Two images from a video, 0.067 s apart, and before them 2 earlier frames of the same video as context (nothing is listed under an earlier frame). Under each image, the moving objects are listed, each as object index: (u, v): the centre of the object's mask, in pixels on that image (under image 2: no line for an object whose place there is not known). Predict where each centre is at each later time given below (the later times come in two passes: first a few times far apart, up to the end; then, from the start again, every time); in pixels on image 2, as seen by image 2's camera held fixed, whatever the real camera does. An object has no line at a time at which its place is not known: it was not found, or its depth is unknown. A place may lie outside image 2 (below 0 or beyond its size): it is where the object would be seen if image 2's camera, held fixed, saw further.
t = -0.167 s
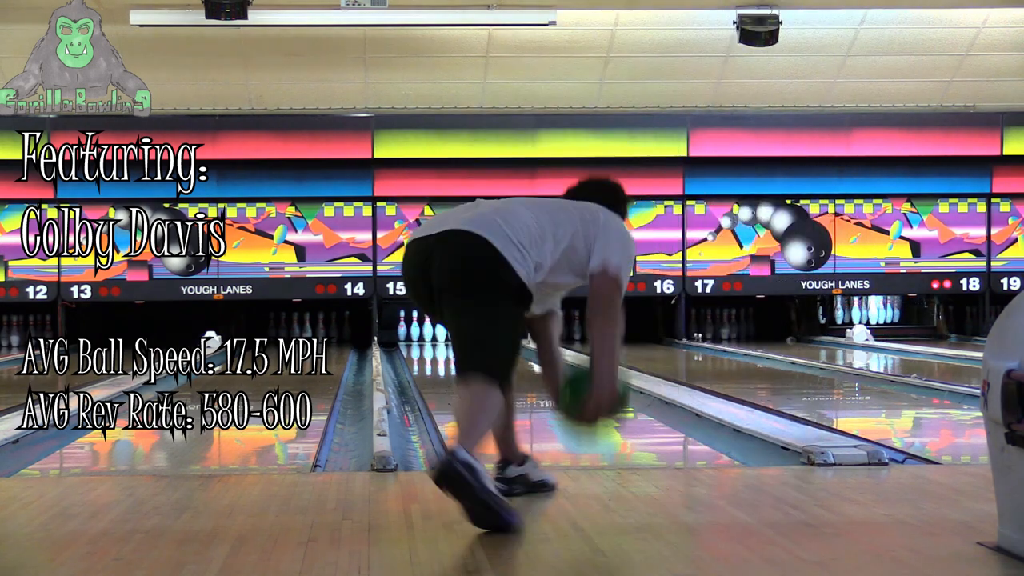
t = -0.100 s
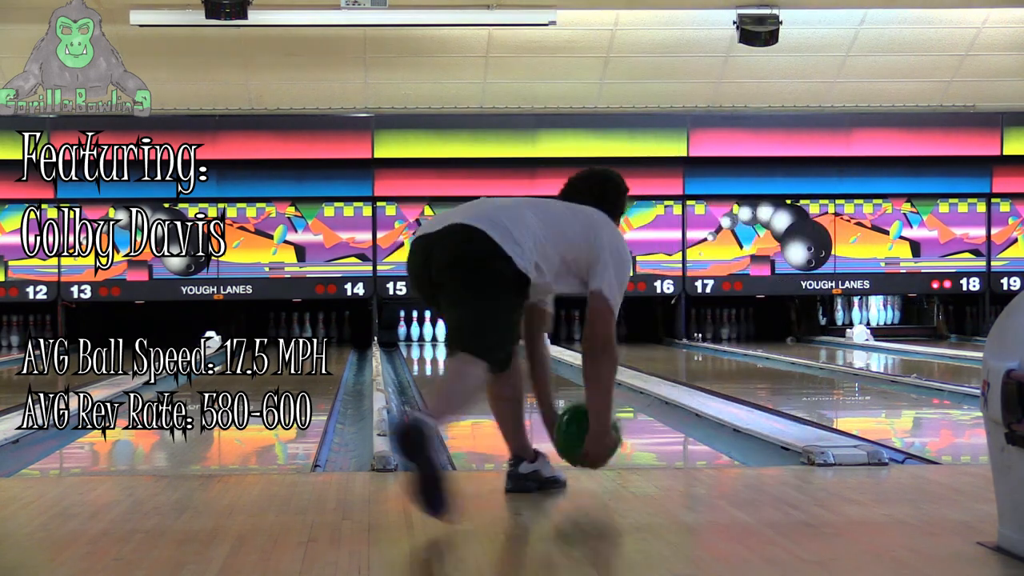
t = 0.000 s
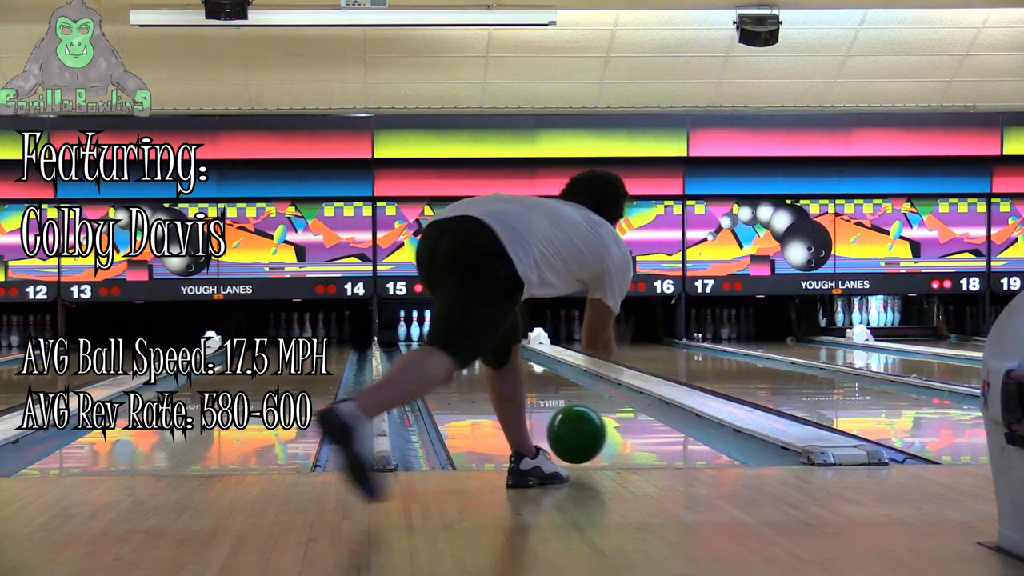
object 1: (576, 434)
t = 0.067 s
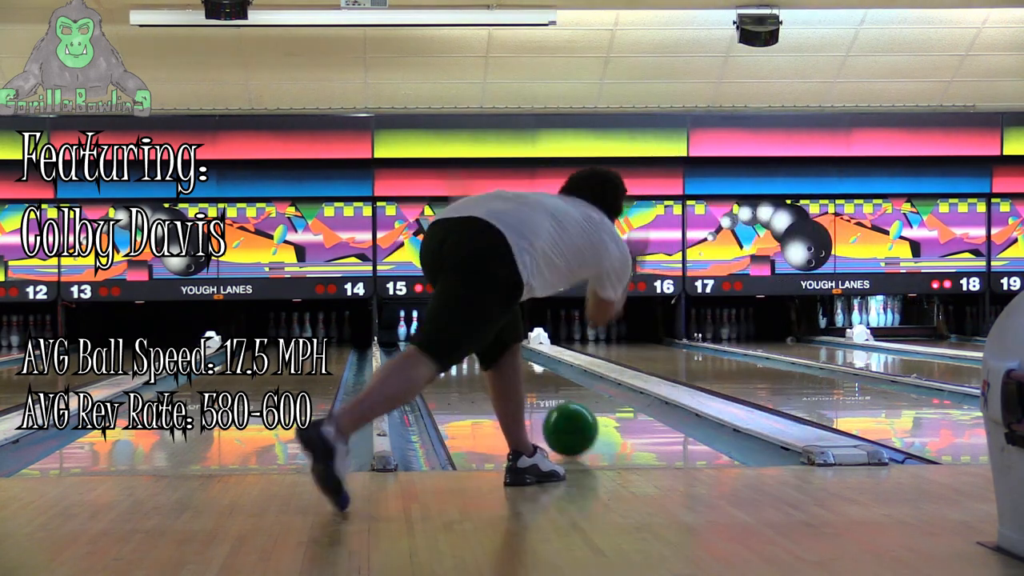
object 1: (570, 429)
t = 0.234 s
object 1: (558, 408)
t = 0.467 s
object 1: (545, 388)
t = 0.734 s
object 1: (532, 374)
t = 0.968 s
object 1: (525, 363)
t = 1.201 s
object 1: (520, 356)
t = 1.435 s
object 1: (510, 349)
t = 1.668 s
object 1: (496, 344)
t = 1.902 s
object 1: (484, 340)
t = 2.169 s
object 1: (466, 336)
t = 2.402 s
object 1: (448, 333)
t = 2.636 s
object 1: (445, 332)
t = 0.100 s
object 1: (567, 425)
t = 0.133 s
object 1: (565, 421)
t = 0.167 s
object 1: (563, 416)
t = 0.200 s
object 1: (560, 412)
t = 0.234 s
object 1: (558, 408)
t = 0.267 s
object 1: (555, 405)
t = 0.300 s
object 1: (553, 401)
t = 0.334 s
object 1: (552, 398)
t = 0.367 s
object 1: (550, 396)
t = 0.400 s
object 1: (548, 393)
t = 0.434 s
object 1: (546, 391)
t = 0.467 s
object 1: (545, 388)
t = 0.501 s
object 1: (543, 386)
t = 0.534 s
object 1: (542, 384)
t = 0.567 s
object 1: (540, 382)
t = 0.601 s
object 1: (538, 380)
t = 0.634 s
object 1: (536, 378)
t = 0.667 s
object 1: (535, 376)
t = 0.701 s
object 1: (534, 375)
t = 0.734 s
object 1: (532, 374)
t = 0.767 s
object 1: (530, 372)
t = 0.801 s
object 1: (529, 370)
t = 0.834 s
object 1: (528, 369)
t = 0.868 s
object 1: (527, 367)
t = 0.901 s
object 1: (526, 365)
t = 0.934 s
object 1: (526, 364)
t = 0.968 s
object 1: (525, 363)
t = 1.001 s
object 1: (524, 361)
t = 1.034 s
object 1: (523, 360)
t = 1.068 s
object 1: (523, 359)
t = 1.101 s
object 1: (522, 359)
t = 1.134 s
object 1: (521, 357)
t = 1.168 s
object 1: (520, 356)
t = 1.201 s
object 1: (520, 356)
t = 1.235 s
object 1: (518, 356)
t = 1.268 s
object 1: (516, 354)
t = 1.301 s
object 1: (516, 353)
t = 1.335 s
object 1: (514, 352)
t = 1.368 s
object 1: (513, 350)
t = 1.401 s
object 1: (511, 350)
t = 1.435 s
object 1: (510, 349)
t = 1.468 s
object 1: (508, 348)
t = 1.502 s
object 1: (506, 347)
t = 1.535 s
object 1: (504, 346)
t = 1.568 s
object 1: (502, 346)
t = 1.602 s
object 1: (500, 345)
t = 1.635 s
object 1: (498, 344)
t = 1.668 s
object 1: (496, 344)
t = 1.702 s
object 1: (494, 343)
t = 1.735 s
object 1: (493, 343)
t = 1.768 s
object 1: (492, 343)
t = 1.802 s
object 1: (490, 342)
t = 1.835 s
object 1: (488, 341)
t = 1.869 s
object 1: (487, 340)
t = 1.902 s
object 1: (484, 340)
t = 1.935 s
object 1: (482, 339)
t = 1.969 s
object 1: (480, 339)
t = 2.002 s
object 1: (478, 338)
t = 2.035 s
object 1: (476, 338)
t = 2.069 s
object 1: (473, 337)
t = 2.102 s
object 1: (471, 337)
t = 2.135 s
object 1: (469, 337)
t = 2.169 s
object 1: (466, 336)
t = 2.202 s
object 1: (464, 336)
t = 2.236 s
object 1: (461, 335)
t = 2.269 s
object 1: (458, 335)
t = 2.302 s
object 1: (456, 335)
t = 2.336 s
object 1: (453, 335)
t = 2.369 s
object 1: (451, 334)
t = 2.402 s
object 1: (448, 333)
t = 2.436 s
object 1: (447, 333)
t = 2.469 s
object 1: (447, 333)
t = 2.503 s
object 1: (446, 333)
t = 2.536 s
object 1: (445, 333)
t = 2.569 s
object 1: (445, 332)
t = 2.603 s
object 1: (445, 332)
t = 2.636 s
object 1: (445, 332)
